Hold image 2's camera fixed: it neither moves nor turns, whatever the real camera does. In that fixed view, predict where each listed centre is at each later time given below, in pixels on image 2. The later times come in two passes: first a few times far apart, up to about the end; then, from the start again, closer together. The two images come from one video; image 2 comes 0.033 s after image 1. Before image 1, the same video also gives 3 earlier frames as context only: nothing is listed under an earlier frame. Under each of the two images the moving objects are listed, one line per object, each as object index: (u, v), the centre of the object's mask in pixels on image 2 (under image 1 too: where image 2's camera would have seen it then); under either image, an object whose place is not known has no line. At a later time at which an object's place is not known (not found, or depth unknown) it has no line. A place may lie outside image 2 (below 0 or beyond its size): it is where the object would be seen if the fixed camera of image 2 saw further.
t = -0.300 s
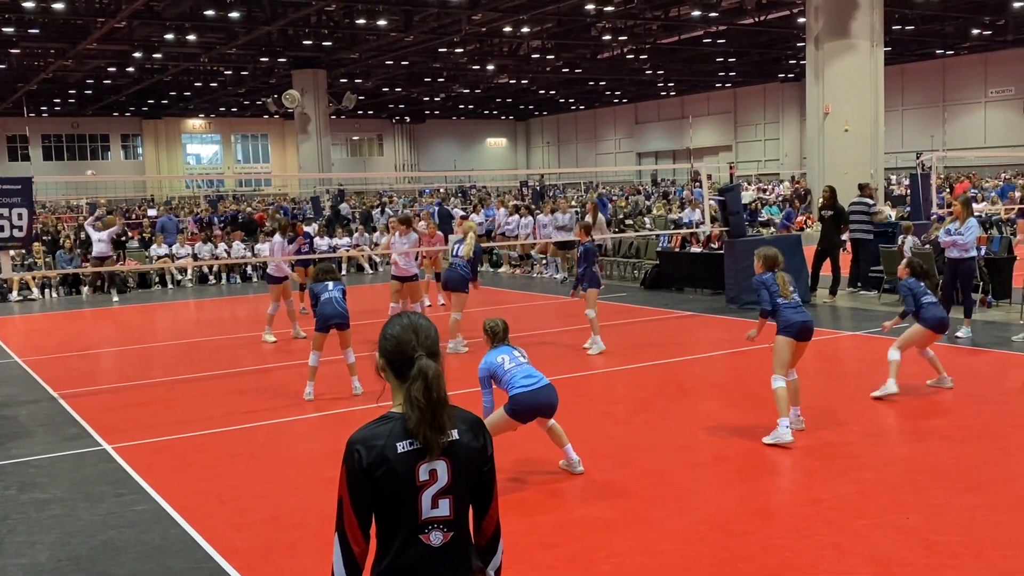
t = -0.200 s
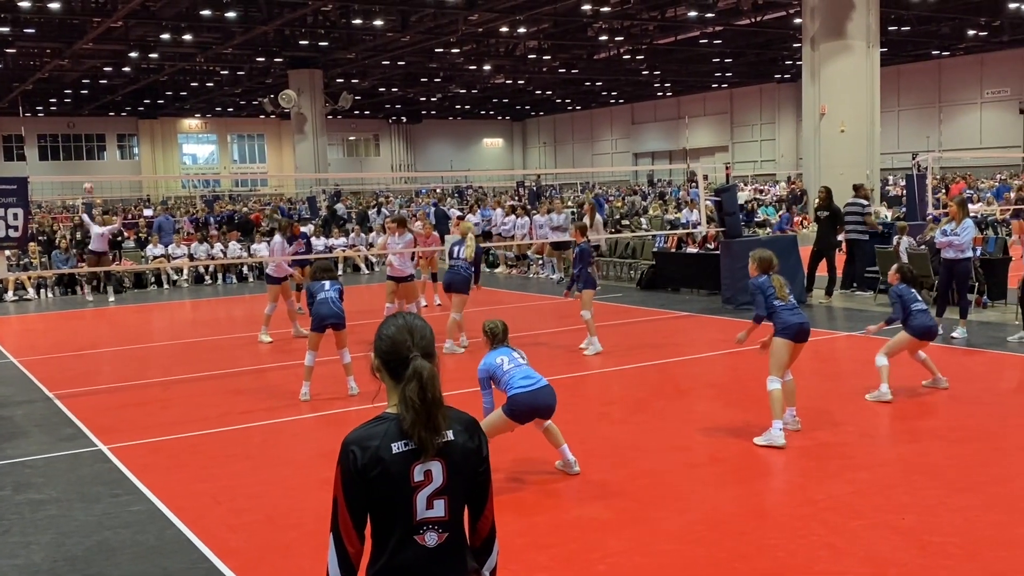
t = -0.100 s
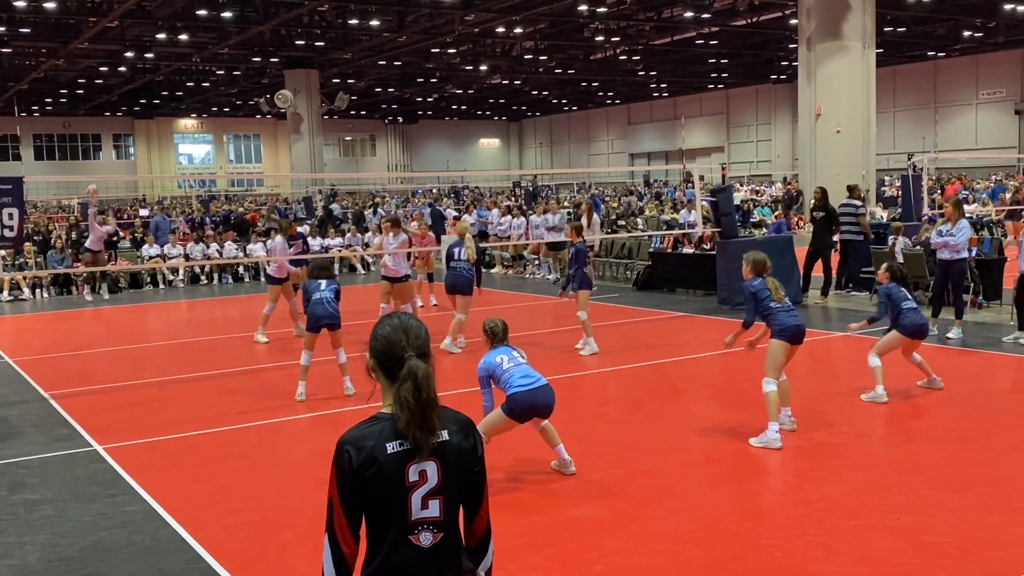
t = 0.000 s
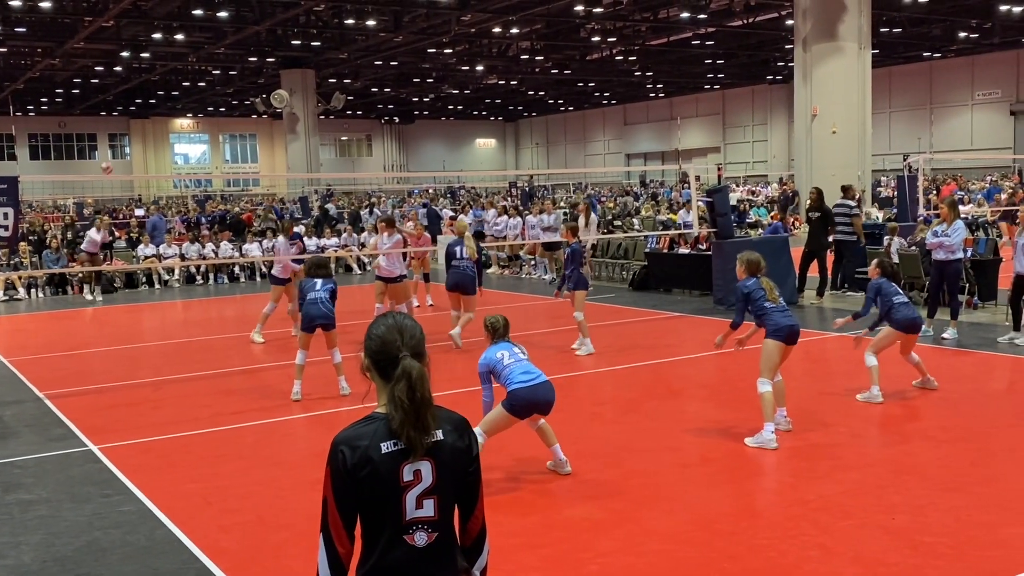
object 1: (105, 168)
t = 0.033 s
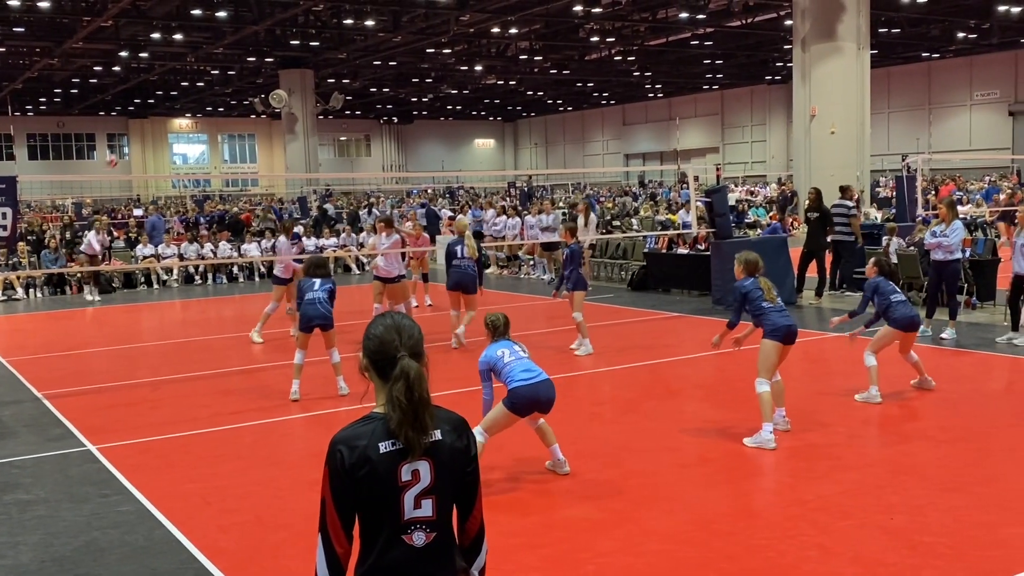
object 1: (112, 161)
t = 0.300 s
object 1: (179, 117)
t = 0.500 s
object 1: (255, 108)
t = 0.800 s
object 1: (419, 165)
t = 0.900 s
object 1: (493, 216)
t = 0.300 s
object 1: (179, 117)
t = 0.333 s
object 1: (190, 113)
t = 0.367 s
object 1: (202, 111)
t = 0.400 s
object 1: (214, 110)
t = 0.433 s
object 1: (228, 108)
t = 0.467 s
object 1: (240, 108)
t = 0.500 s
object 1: (255, 108)
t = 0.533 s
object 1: (269, 110)
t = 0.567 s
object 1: (285, 111)
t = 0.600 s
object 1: (300, 114)
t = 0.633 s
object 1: (318, 118)
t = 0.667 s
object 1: (336, 125)
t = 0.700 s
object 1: (355, 132)
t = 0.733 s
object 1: (374, 141)
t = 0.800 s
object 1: (419, 165)
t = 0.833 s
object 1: (443, 180)
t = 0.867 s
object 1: (466, 196)
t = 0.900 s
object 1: (493, 216)
